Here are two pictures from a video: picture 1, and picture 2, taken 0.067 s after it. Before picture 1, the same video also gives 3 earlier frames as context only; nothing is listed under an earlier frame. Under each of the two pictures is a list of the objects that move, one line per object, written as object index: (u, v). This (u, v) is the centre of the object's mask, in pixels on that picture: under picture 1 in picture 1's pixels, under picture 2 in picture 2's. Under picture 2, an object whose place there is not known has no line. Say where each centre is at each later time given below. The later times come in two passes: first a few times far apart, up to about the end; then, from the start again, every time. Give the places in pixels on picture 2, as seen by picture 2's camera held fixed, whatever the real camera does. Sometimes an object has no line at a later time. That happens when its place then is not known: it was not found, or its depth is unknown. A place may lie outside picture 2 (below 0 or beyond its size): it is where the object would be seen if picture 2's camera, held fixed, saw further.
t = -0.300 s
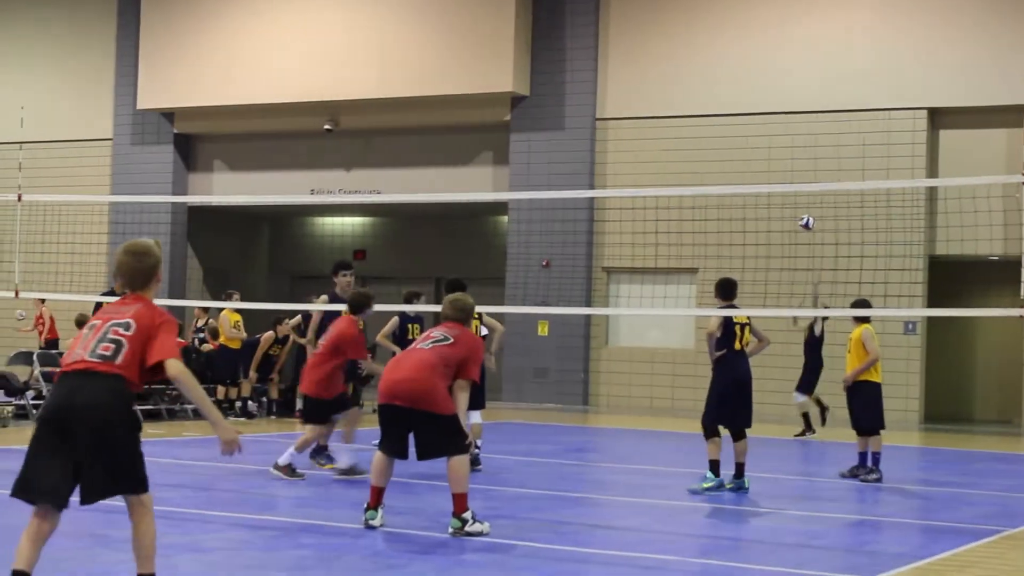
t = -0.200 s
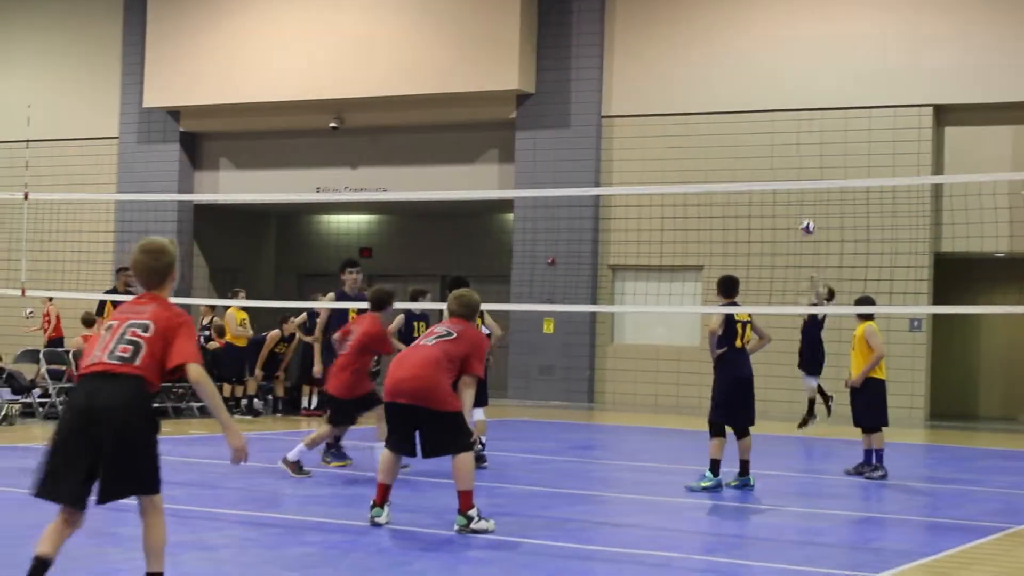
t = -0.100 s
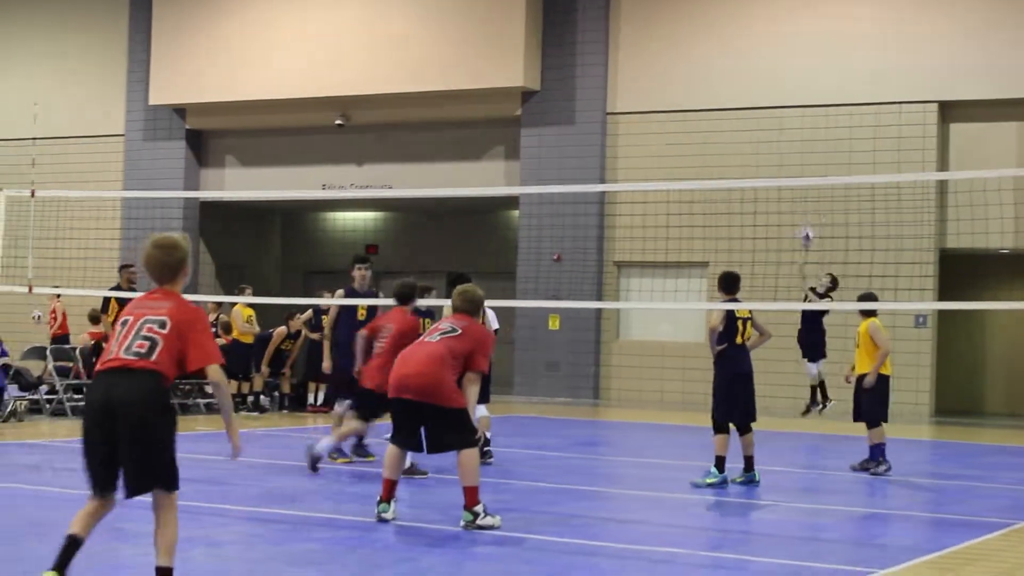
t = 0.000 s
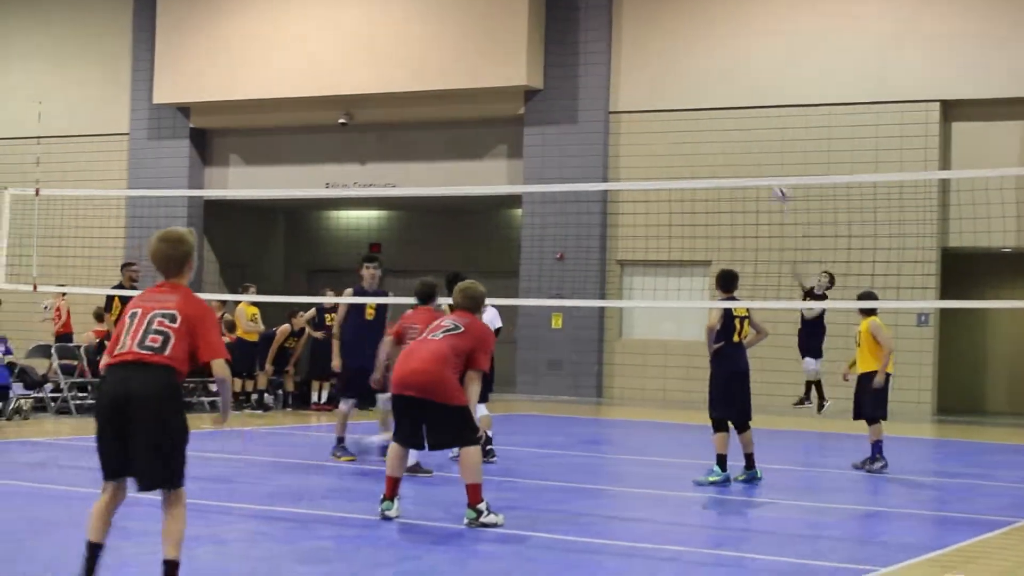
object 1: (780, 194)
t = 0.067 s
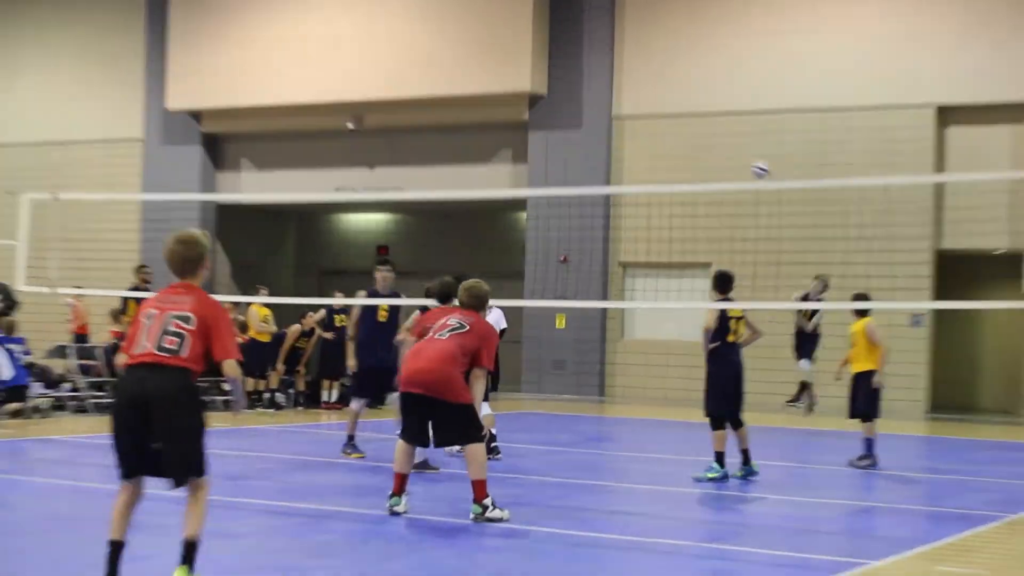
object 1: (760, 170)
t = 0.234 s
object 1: (711, 116)
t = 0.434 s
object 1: (643, 70)
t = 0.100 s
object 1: (752, 157)
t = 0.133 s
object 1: (742, 146)
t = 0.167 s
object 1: (731, 134)
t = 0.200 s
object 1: (721, 124)
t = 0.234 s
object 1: (711, 116)
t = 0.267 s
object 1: (701, 106)
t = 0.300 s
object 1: (690, 97)
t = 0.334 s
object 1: (677, 90)
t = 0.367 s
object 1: (666, 82)
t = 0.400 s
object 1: (655, 77)
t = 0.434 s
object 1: (643, 70)
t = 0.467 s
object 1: (631, 66)
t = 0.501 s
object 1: (617, 61)
